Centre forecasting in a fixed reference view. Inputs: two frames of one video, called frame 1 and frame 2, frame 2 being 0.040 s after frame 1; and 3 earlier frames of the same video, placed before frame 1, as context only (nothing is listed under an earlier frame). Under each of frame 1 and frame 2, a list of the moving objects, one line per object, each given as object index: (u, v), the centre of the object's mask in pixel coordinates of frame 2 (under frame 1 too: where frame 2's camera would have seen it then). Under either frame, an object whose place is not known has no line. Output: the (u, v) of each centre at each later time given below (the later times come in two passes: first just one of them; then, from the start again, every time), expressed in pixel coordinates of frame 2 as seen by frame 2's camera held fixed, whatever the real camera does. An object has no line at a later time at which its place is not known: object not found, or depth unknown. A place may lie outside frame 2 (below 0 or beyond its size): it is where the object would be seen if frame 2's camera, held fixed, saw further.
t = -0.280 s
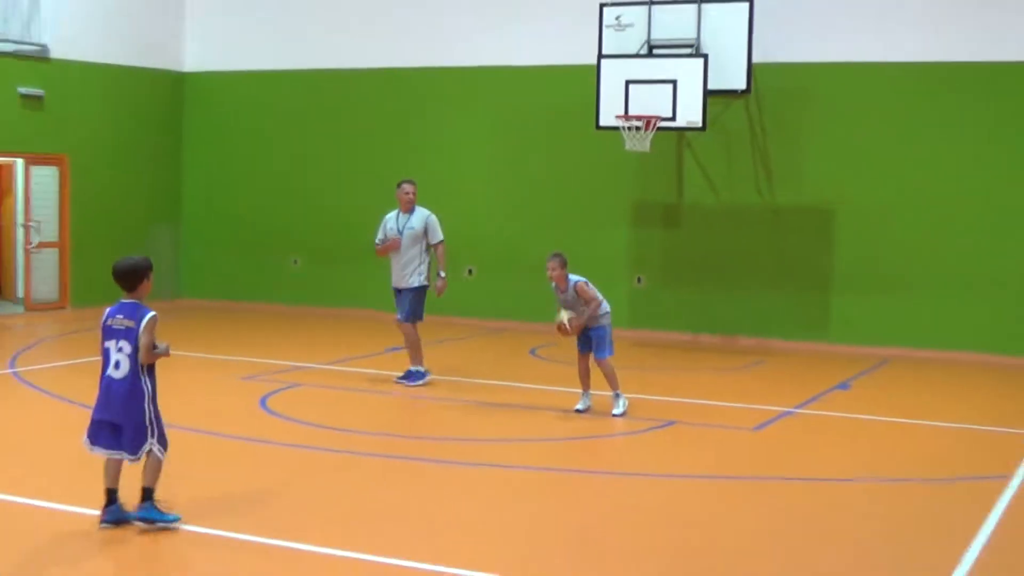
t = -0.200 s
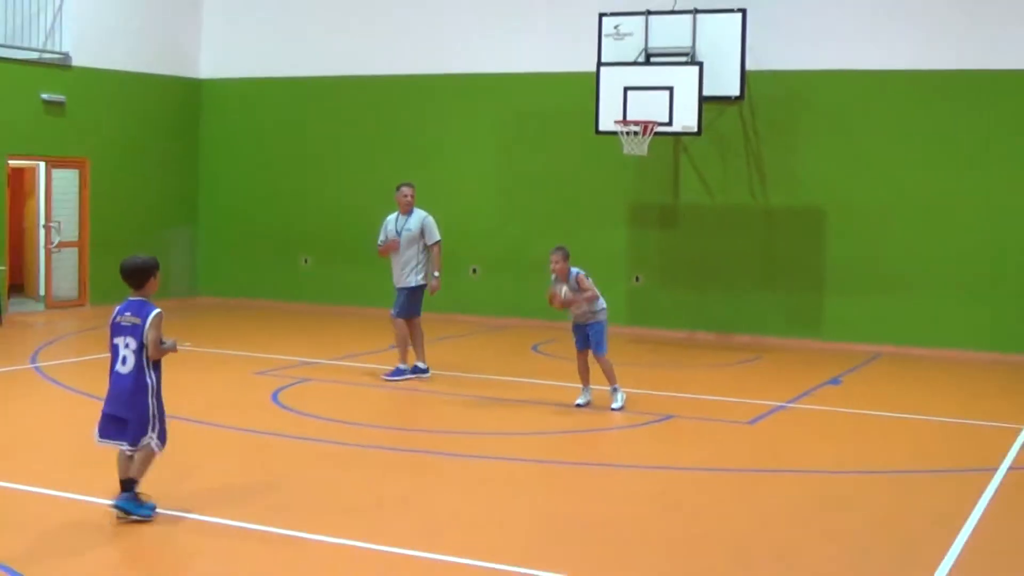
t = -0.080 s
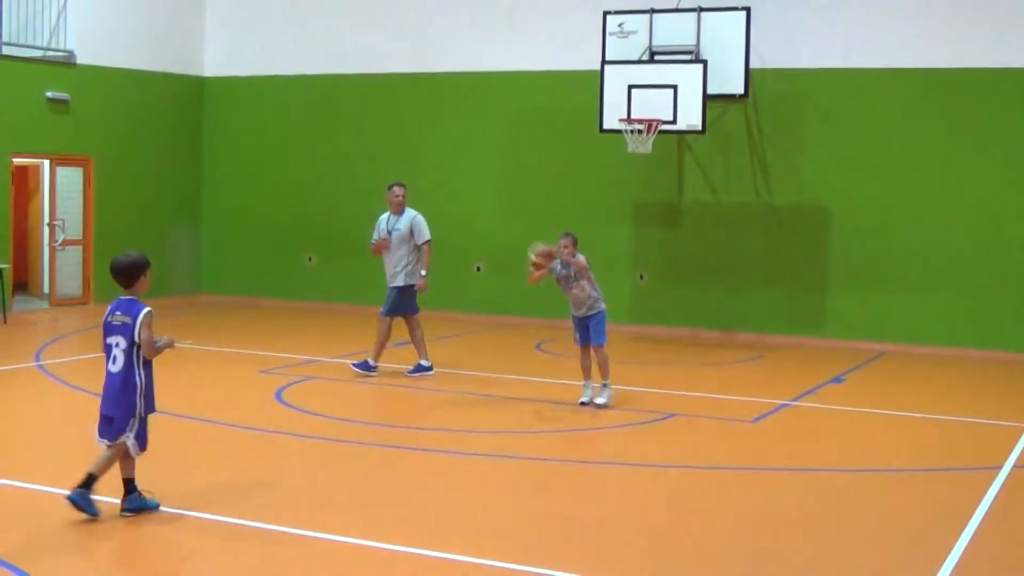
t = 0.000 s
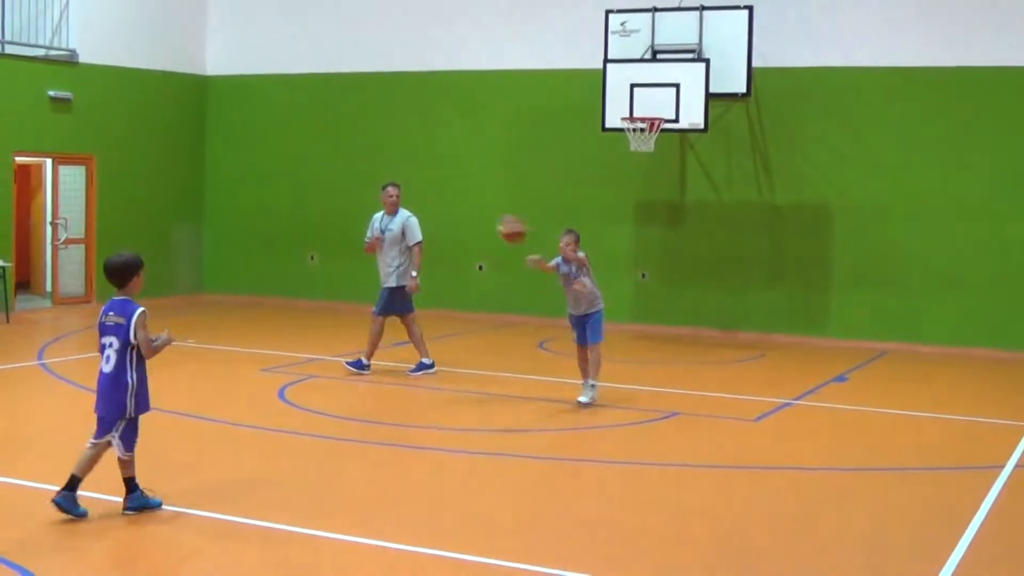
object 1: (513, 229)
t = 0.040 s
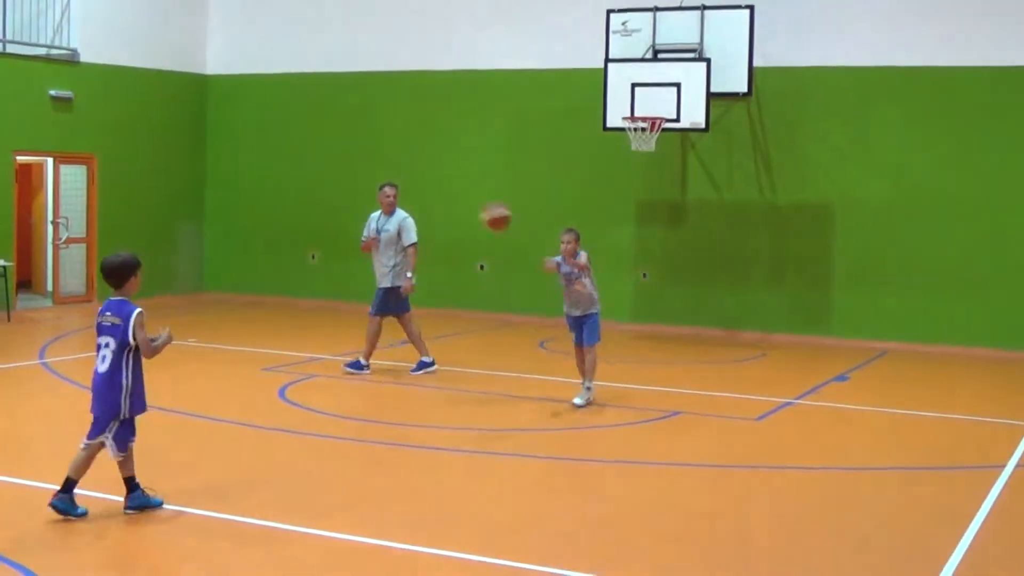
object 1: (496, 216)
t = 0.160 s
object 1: (437, 192)
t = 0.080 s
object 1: (477, 207)
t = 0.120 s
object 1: (458, 199)
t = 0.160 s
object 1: (437, 192)
